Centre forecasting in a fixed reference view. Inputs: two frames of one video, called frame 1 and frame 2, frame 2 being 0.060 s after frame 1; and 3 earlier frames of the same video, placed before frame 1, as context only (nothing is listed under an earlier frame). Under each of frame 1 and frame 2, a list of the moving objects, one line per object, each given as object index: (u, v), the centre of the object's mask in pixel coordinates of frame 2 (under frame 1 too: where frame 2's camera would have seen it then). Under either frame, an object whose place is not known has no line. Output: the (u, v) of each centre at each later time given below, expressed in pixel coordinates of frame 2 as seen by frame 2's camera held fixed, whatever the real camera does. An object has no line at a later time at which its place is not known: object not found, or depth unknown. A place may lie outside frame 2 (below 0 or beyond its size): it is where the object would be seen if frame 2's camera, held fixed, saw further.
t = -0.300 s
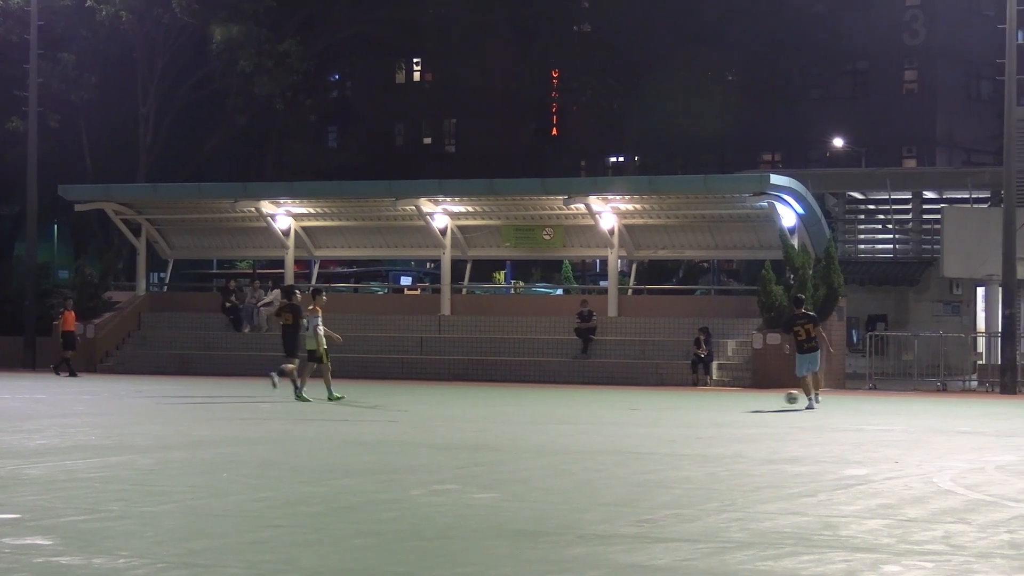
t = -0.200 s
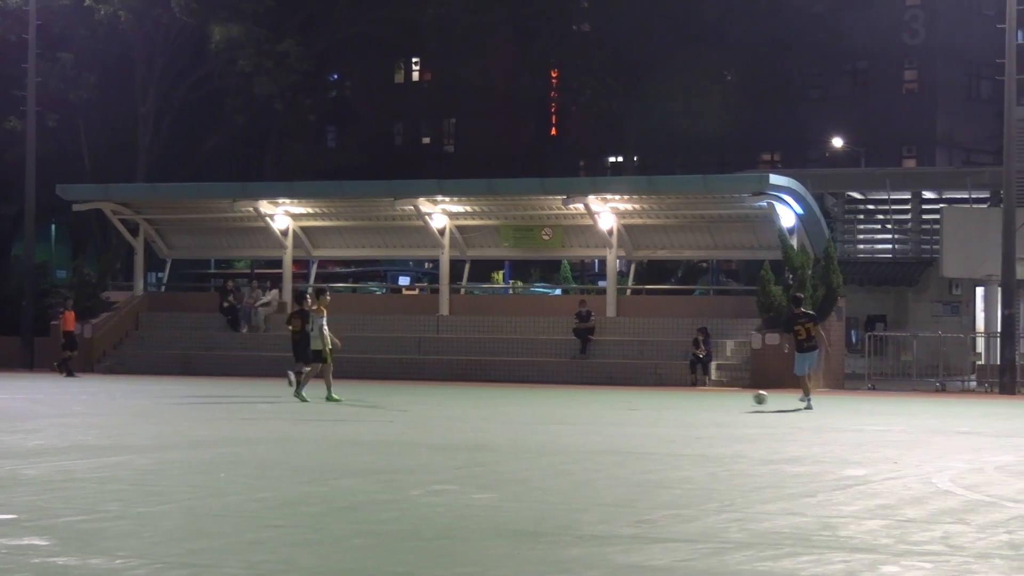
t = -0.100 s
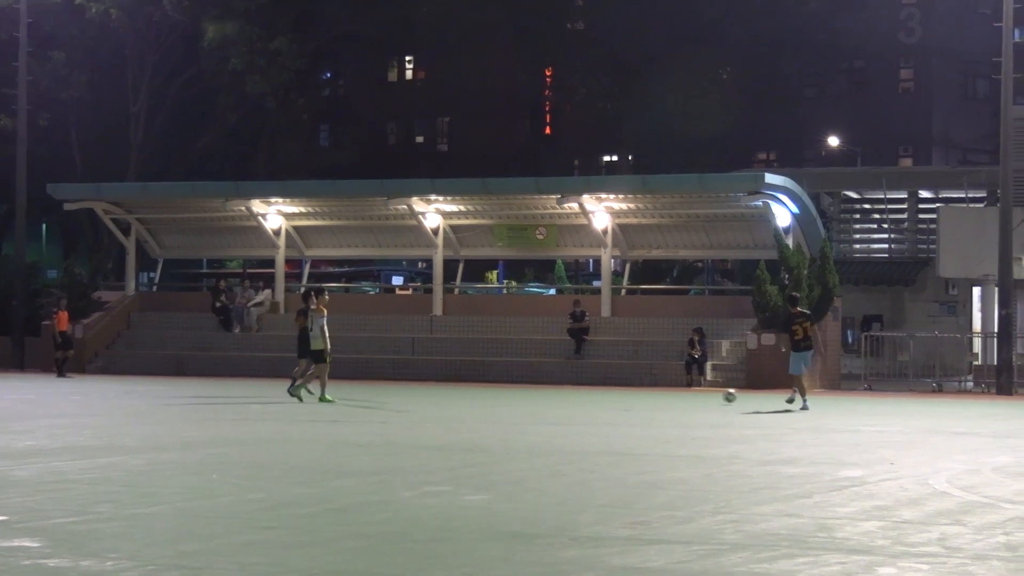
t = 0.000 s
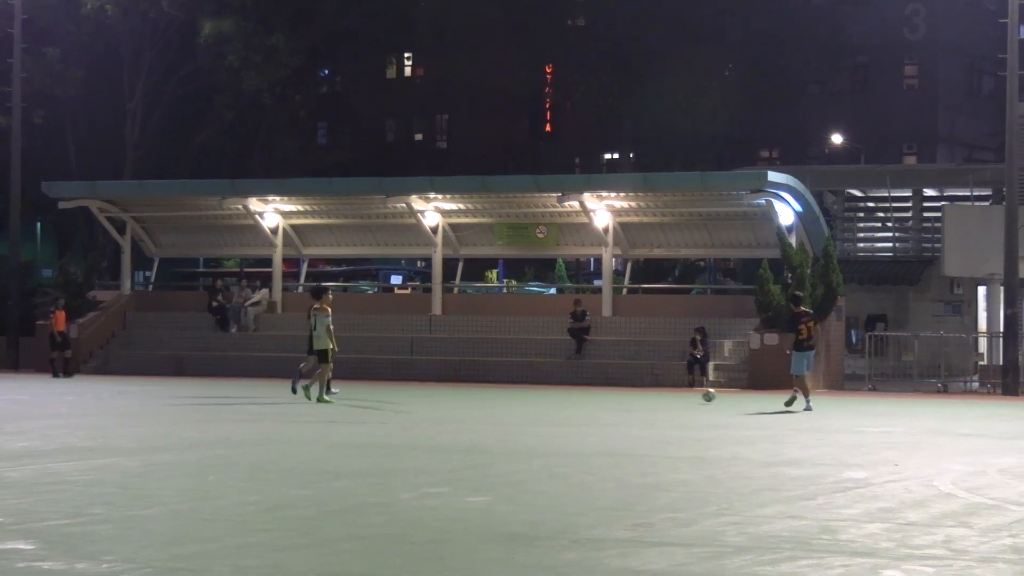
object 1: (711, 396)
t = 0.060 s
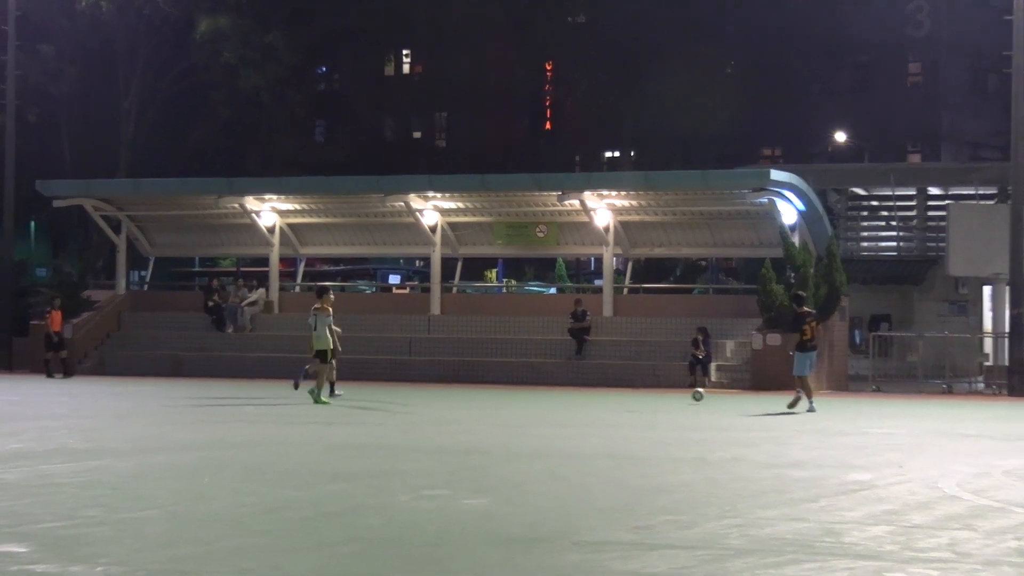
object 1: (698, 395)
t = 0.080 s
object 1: (693, 395)
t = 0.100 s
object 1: (689, 395)
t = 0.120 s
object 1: (686, 396)
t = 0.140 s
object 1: (681, 397)
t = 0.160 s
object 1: (677, 396)
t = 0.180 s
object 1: (673, 395)
